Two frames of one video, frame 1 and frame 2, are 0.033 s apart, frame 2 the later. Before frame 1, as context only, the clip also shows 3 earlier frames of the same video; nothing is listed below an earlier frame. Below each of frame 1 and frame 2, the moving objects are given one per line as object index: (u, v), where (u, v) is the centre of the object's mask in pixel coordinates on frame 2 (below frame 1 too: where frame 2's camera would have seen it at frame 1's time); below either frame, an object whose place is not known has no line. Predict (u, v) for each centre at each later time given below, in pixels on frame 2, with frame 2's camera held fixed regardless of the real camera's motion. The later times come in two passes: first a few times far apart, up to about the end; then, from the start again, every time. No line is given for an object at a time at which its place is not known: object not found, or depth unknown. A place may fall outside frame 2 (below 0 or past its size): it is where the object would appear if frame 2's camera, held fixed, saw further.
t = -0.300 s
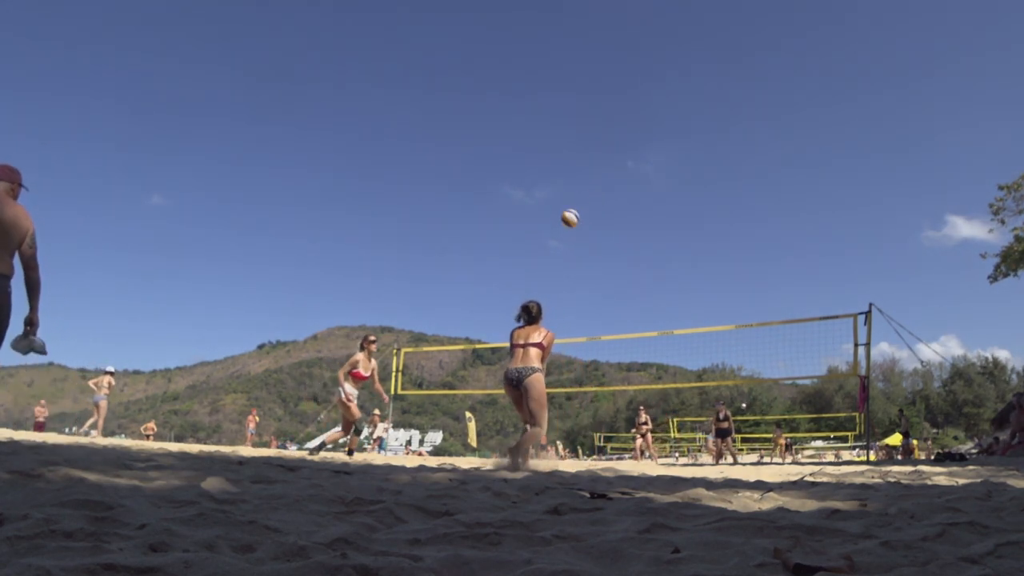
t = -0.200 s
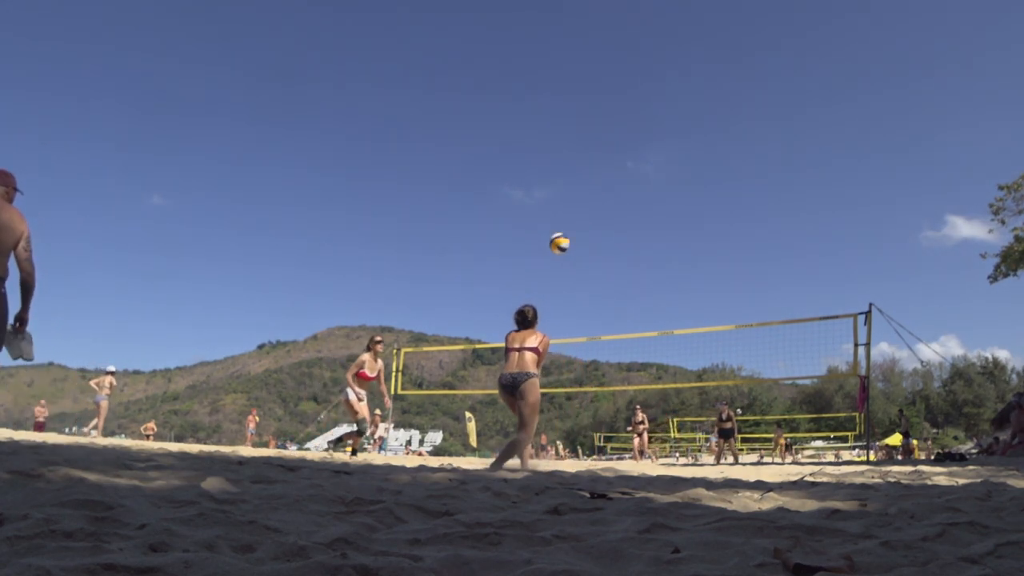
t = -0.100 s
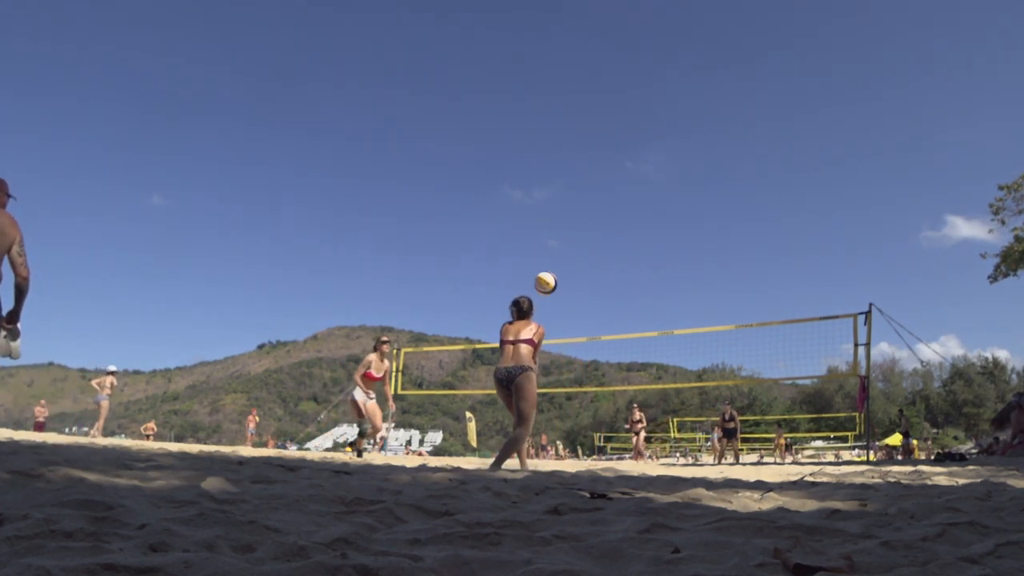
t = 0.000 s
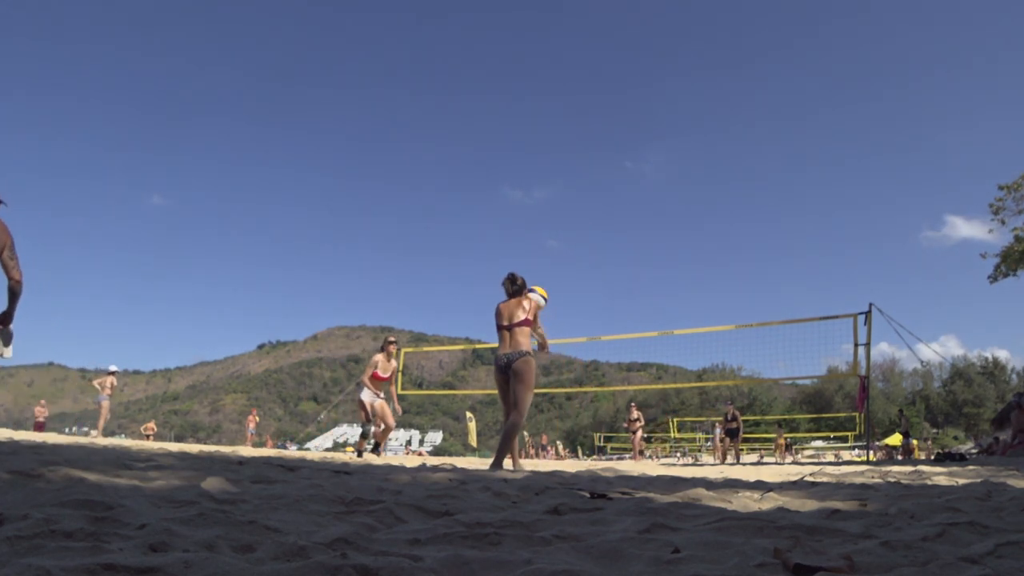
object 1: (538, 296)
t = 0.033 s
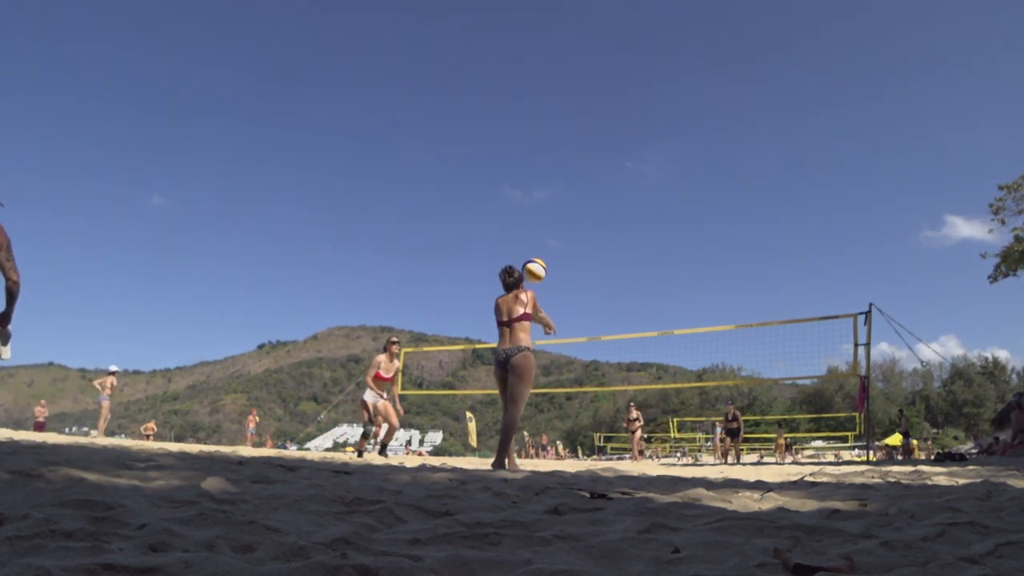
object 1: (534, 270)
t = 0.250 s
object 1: (530, 138)
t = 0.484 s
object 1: (528, 68)
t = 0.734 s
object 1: (525, 48)
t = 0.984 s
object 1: (523, 73)
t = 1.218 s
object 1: (521, 136)
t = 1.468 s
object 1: (517, 252)
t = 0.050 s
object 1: (534, 257)
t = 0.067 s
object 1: (533, 244)
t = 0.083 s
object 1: (533, 233)
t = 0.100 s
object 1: (532, 221)
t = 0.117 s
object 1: (532, 210)
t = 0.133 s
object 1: (532, 199)
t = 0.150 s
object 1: (532, 189)
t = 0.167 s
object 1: (531, 179)
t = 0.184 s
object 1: (531, 170)
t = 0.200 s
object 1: (531, 161)
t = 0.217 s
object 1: (531, 153)
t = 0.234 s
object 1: (530, 145)
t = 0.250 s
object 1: (530, 138)
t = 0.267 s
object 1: (530, 131)
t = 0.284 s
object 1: (530, 124)
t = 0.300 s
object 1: (530, 118)
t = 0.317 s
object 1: (530, 112)
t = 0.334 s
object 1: (529, 106)
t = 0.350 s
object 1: (529, 101)
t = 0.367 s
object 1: (529, 95)
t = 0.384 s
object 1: (529, 91)
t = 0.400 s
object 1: (529, 86)
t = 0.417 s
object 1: (528, 82)
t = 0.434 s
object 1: (528, 78)
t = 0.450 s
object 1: (528, 74)
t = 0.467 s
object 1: (528, 71)
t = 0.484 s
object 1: (528, 68)
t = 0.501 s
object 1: (528, 65)
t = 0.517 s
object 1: (528, 62)
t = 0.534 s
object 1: (528, 60)
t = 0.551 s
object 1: (527, 58)
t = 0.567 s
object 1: (527, 56)
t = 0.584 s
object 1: (527, 54)
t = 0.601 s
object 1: (527, 52)
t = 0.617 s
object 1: (526, 51)
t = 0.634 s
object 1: (526, 50)
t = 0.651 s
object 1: (526, 49)
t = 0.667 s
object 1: (526, 48)
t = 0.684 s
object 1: (526, 48)
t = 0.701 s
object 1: (526, 48)
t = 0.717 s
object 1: (526, 48)
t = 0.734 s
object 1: (525, 48)
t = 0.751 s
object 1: (525, 48)
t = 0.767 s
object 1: (525, 49)
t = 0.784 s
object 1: (525, 50)
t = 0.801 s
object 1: (525, 50)
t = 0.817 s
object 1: (525, 52)
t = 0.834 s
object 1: (525, 53)
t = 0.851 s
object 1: (525, 54)
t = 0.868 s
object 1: (524, 56)
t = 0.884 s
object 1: (524, 58)
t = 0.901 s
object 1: (524, 60)
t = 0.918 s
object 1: (524, 62)
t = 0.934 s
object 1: (524, 65)
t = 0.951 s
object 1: (524, 67)
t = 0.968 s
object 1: (524, 70)
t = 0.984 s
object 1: (523, 73)
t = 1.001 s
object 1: (523, 76)
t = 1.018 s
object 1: (523, 80)
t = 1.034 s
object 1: (523, 83)
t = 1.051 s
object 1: (523, 87)
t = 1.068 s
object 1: (522, 91)
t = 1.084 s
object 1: (522, 95)
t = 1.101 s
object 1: (522, 99)
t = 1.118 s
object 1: (522, 104)
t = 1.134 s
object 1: (522, 109)
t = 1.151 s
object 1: (522, 114)
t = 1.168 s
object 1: (521, 119)
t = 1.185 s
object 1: (521, 124)
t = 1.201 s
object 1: (521, 130)
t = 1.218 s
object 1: (521, 136)
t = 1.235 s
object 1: (521, 142)
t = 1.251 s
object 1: (520, 148)
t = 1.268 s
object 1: (520, 155)
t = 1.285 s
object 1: (520, 162)
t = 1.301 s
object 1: (520, 169)
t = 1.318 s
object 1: (519, 176)
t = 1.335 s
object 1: (519, 183)
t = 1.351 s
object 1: (519, 191)
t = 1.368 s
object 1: (518, 199)
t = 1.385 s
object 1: (518, 207)
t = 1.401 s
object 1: (518, 216)
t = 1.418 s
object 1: (518, 224)
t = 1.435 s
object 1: (517, 233)
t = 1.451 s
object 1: (517, 243)
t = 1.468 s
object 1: (517, 252)
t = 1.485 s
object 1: (517, 262)
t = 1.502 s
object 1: (516, 272)
